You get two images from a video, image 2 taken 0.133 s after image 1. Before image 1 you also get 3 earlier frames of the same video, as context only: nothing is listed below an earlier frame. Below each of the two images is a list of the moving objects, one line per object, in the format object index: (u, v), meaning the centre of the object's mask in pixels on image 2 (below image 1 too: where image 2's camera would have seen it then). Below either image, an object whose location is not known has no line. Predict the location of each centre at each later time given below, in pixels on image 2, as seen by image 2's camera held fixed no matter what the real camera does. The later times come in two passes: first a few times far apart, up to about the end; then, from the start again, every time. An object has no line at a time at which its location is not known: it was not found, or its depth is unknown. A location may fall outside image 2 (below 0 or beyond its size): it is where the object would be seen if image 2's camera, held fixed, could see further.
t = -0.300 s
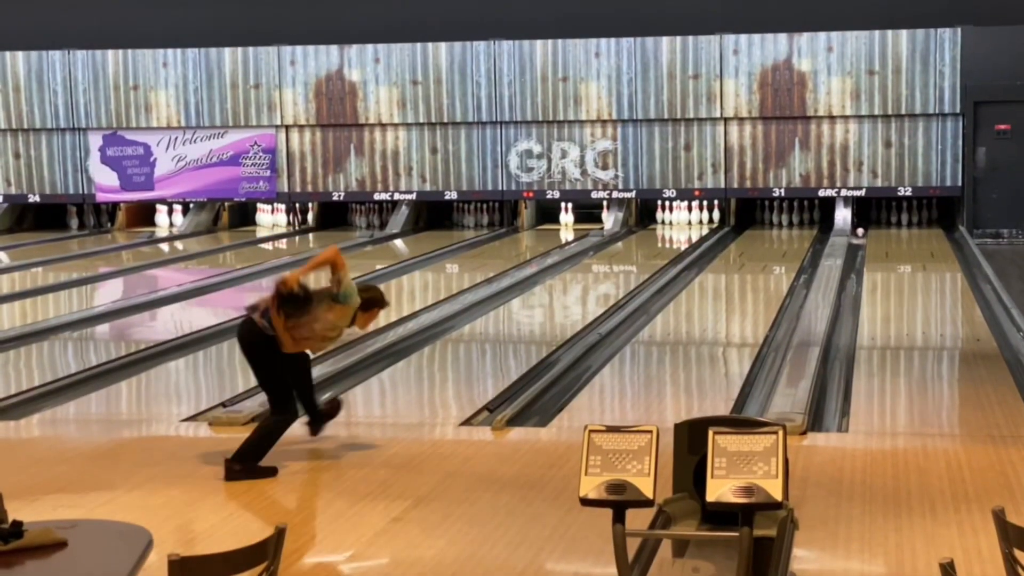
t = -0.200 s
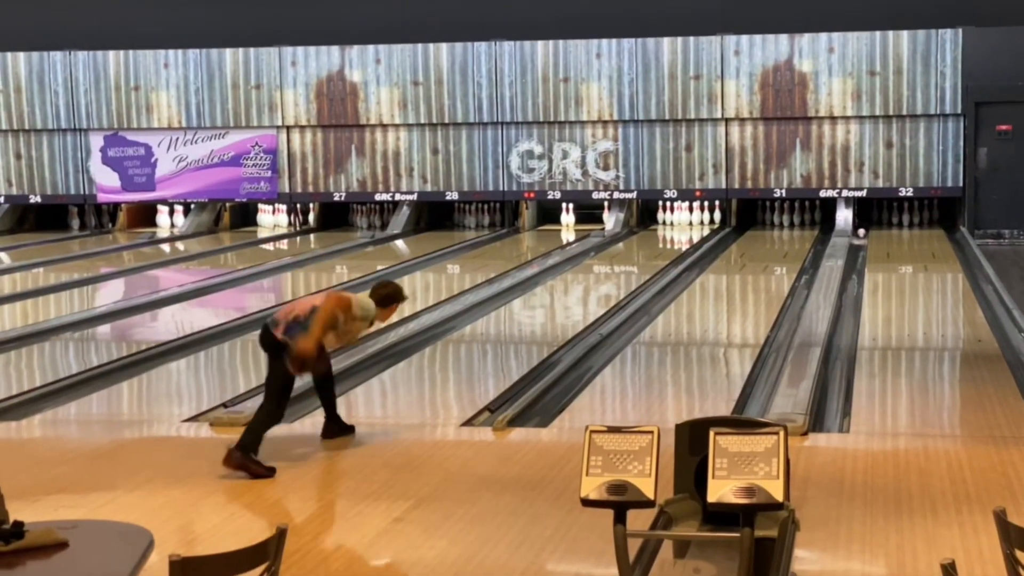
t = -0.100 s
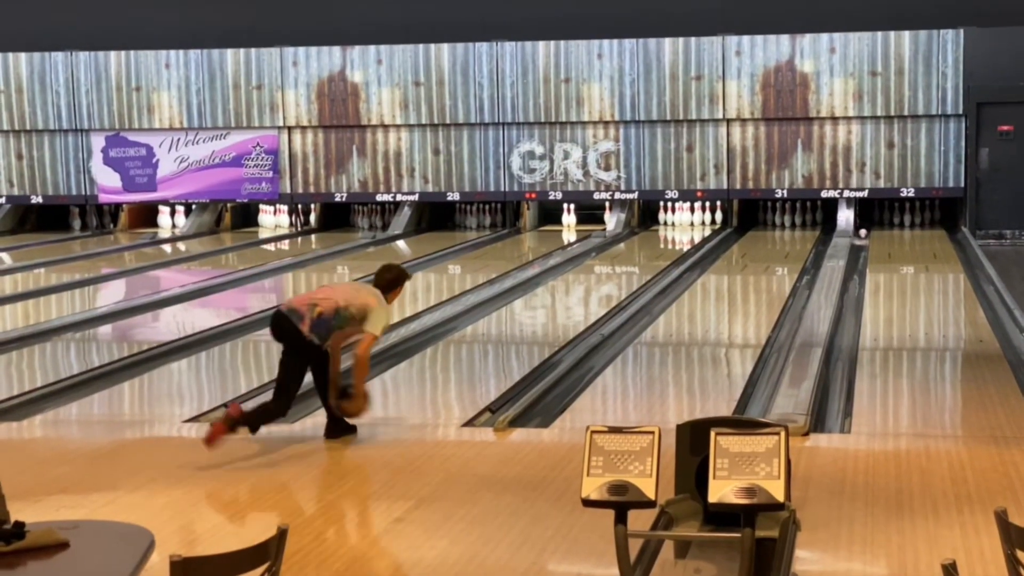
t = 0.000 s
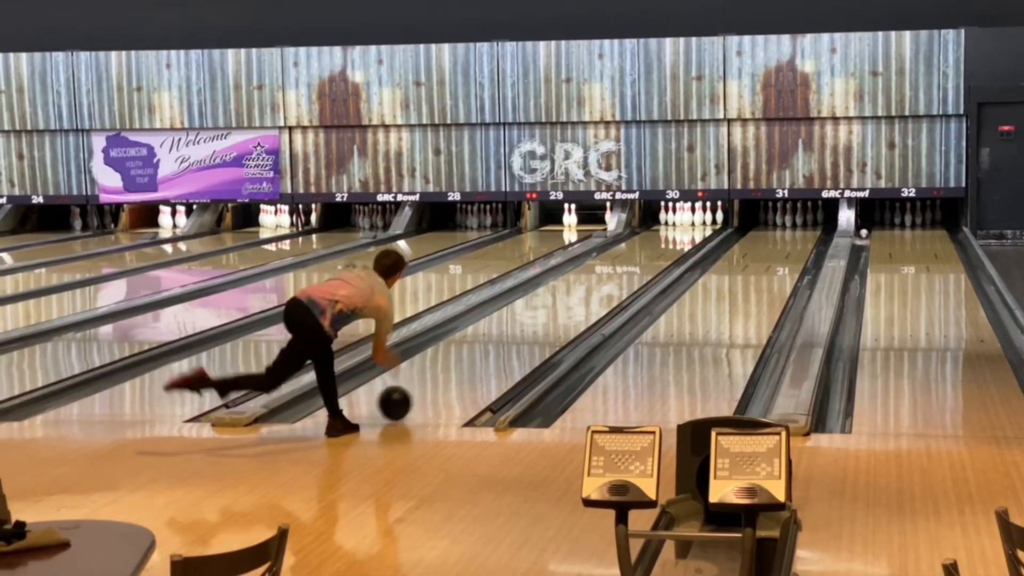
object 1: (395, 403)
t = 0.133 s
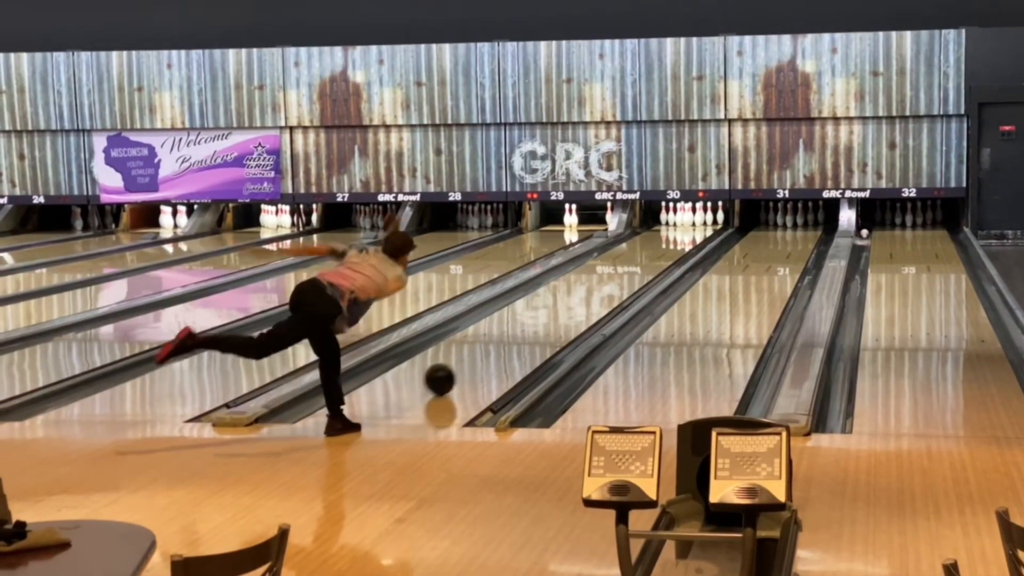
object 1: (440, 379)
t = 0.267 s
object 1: (477, 358)
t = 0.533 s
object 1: (536, 324)
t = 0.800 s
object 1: (581, 299)
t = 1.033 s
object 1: (610, 281)
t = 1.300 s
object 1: (637, 265)
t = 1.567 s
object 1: (658, 252)
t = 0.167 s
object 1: (450, 374)
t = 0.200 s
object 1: (459, 368)
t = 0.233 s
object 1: (468, 363)
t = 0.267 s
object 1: (477, 358)
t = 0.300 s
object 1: (486, 353)
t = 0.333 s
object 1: (493, 348)
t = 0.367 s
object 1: (501, 344)
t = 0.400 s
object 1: (509, 340)
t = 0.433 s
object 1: (516, 335)
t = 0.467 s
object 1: (523, 332)
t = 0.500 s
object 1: (530, 328)
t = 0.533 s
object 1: (536, 324)
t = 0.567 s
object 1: (543, 321)
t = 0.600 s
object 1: (548, 317)
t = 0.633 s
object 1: (554, 314)
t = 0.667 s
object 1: (560, 311)
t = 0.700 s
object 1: (565, 308)
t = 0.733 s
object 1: (571, 305)
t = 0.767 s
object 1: (576, 302)
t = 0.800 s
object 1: (581, 299)
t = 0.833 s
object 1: (585, 296)
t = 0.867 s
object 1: (590, 294)
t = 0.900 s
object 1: (594, 291)
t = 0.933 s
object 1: (598, 289)
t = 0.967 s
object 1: (602, 286)
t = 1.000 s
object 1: (606, 284)
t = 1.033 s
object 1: (610, 281)
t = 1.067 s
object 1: (614, 279)
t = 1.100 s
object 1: (617, 277)
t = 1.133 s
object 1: (621, 275)
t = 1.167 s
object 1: (625, 273)
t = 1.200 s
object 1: (628, 271)
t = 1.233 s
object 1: (631, 269)
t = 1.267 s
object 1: (635, 267)
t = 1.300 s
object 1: (637, 265)
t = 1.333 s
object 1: (640, 263)
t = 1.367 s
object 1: (643, 261)
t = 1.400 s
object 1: (646, 260)
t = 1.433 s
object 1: (648, 258)
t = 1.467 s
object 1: (651, 257)
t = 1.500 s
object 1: (653, 255)
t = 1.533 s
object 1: (655, 253)
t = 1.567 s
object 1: (658, 252)
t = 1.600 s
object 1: (660, 251)
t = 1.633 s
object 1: (662, 249)
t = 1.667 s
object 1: (664, 247)
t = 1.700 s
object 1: (666, 246)
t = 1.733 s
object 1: (668, 245)
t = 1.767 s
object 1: (672, 245)
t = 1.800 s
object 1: (674, 244)
